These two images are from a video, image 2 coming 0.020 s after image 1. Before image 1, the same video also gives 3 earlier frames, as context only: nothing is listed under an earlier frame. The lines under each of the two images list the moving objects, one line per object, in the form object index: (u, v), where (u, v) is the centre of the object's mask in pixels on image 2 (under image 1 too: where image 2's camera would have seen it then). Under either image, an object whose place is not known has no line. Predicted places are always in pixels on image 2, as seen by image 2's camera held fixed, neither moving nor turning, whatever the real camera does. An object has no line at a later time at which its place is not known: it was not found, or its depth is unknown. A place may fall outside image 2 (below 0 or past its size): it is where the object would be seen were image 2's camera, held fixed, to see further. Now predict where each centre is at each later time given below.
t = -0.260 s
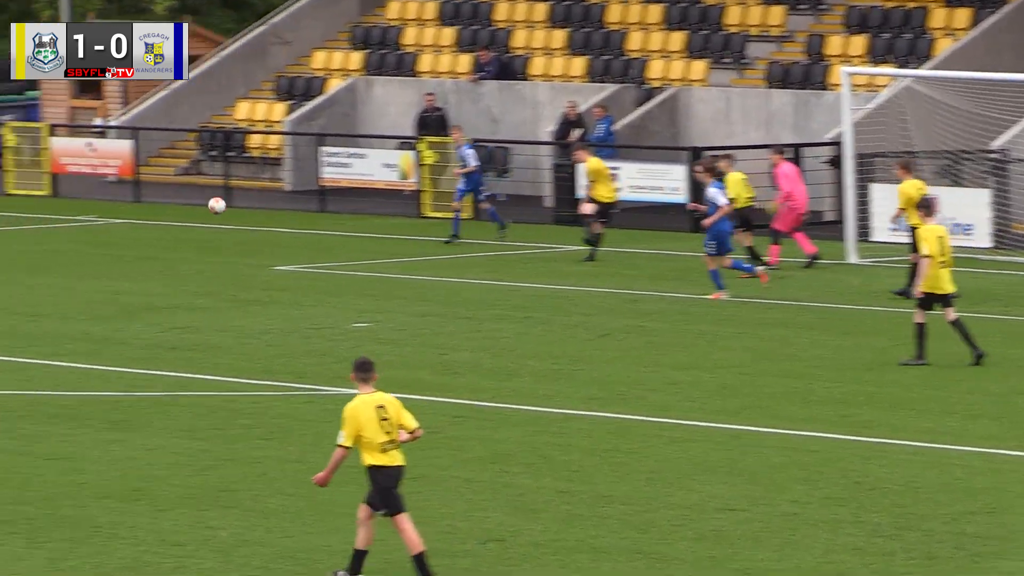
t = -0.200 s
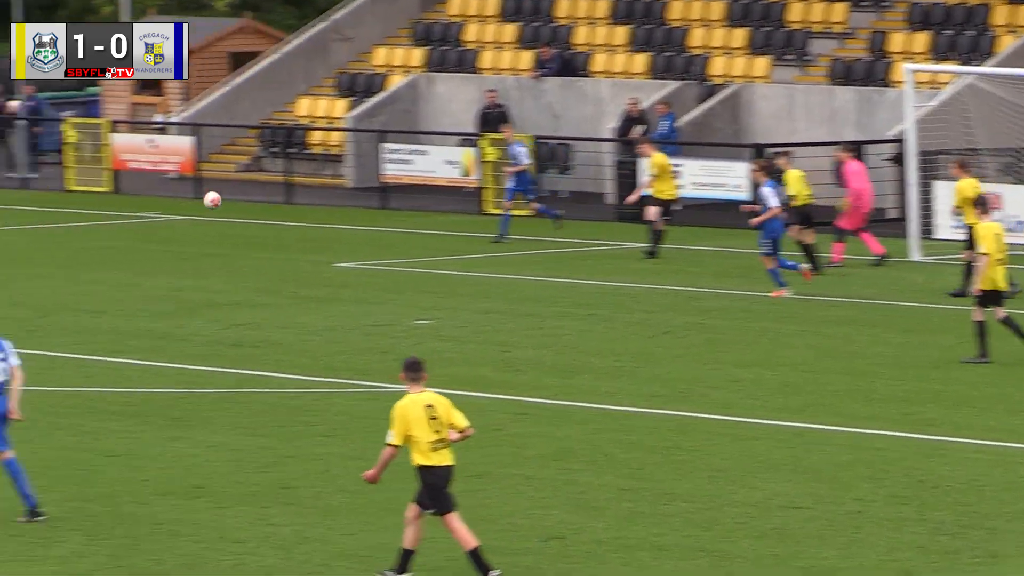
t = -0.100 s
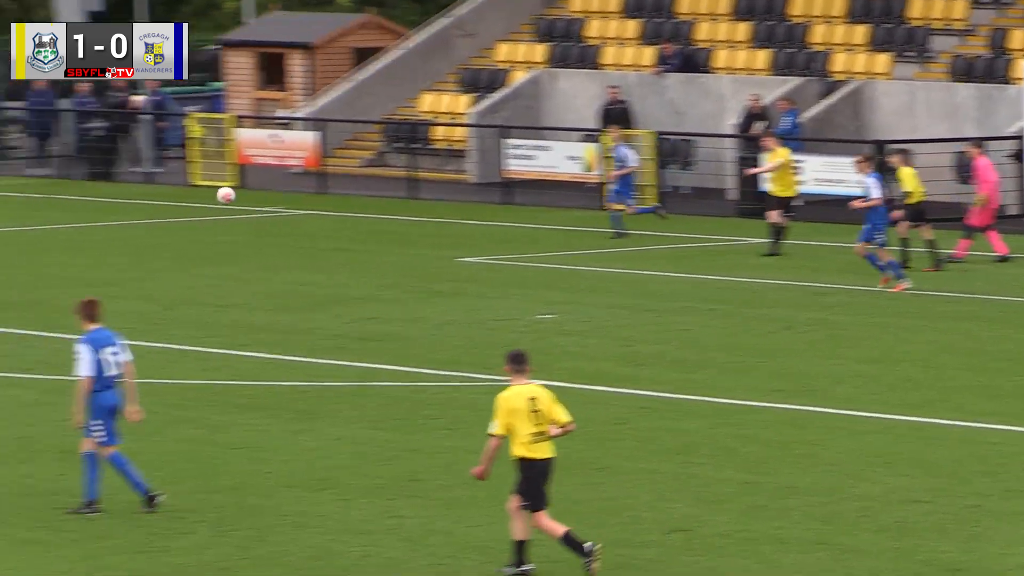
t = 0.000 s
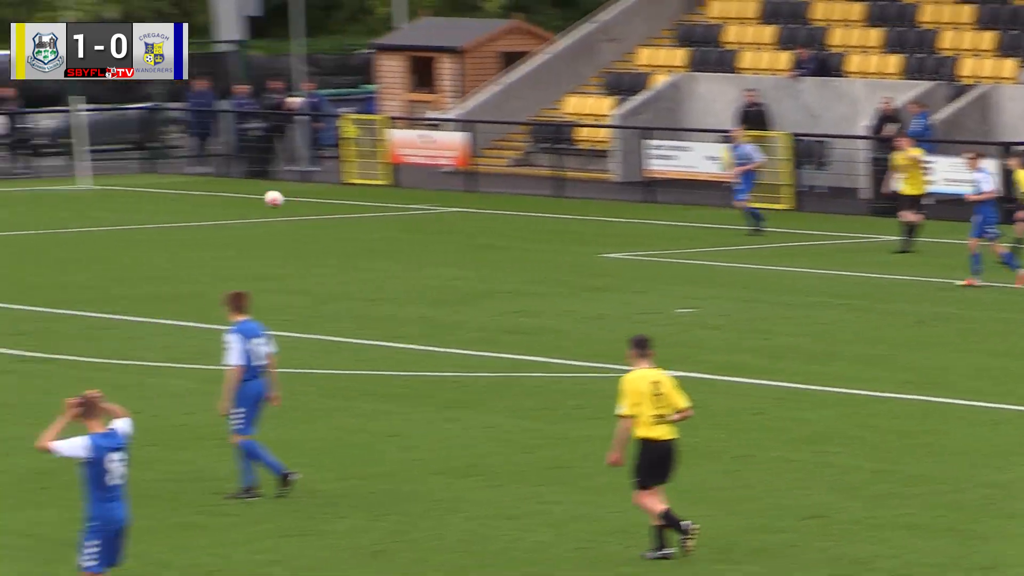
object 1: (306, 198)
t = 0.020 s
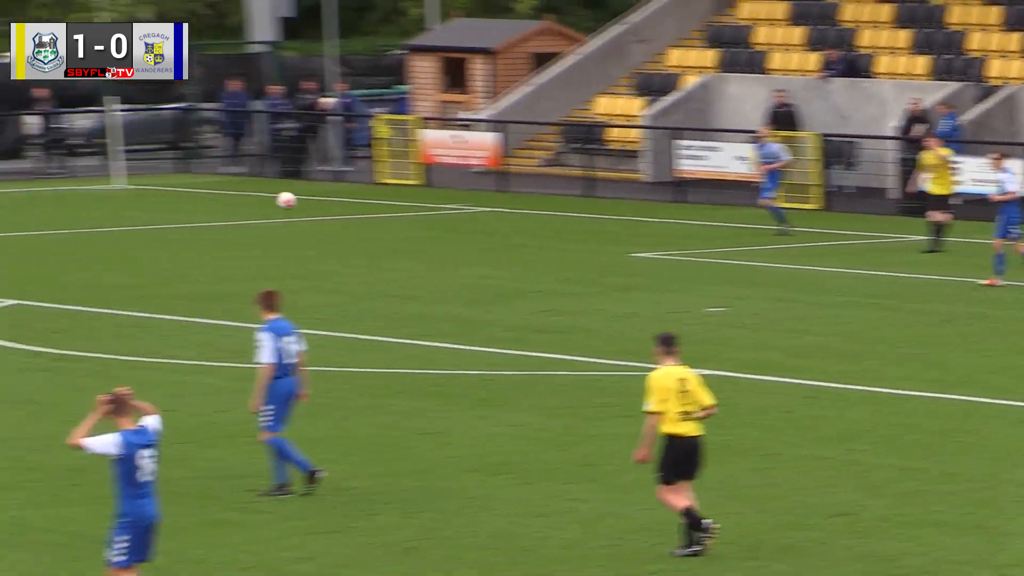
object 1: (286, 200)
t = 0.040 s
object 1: (265, 202)
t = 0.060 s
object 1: (245, 204)
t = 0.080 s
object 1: (224, 206)
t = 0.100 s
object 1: (203, 209)
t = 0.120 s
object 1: (182, 212)
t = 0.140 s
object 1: (162, 215)
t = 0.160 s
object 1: (141, 219)
